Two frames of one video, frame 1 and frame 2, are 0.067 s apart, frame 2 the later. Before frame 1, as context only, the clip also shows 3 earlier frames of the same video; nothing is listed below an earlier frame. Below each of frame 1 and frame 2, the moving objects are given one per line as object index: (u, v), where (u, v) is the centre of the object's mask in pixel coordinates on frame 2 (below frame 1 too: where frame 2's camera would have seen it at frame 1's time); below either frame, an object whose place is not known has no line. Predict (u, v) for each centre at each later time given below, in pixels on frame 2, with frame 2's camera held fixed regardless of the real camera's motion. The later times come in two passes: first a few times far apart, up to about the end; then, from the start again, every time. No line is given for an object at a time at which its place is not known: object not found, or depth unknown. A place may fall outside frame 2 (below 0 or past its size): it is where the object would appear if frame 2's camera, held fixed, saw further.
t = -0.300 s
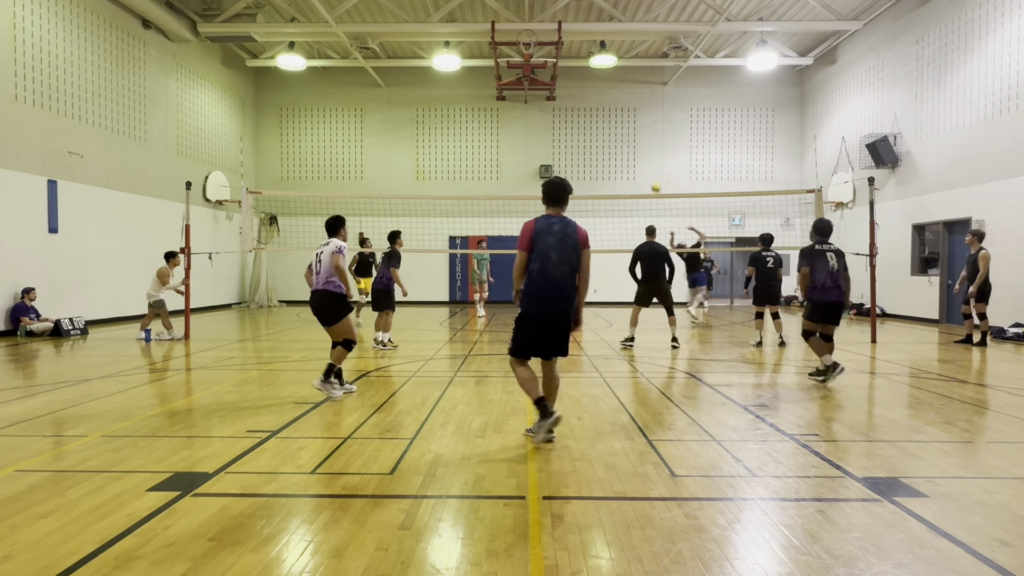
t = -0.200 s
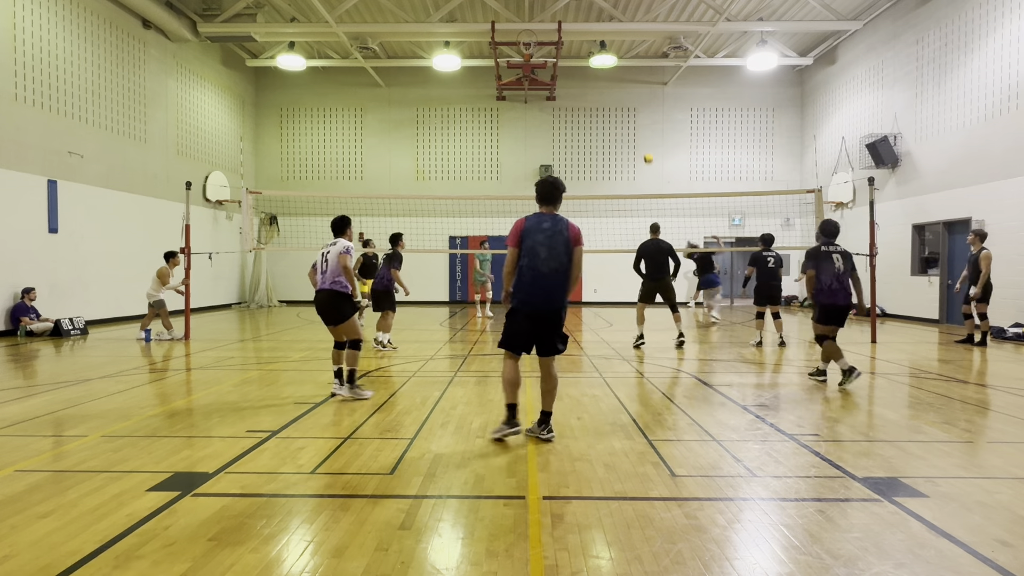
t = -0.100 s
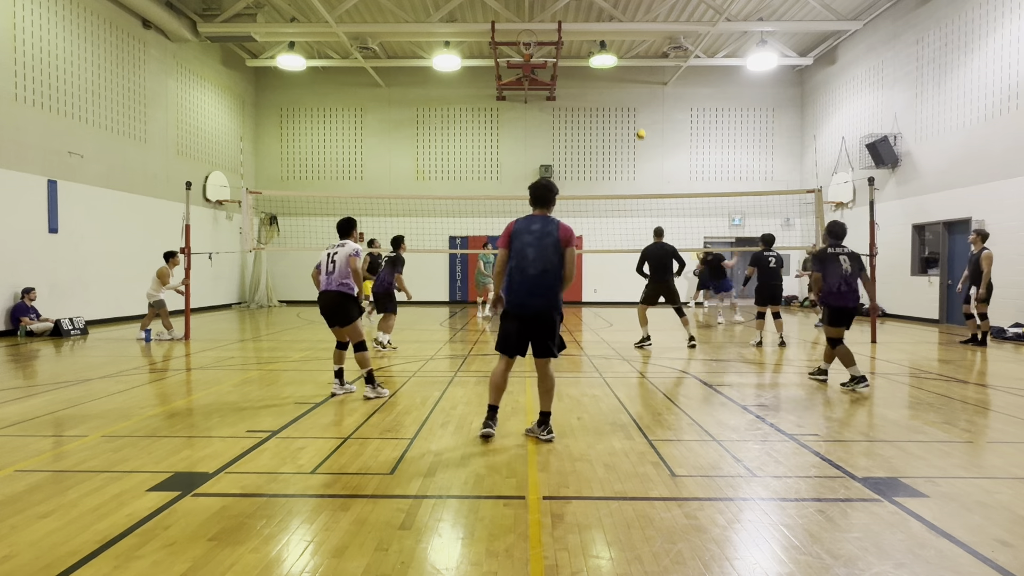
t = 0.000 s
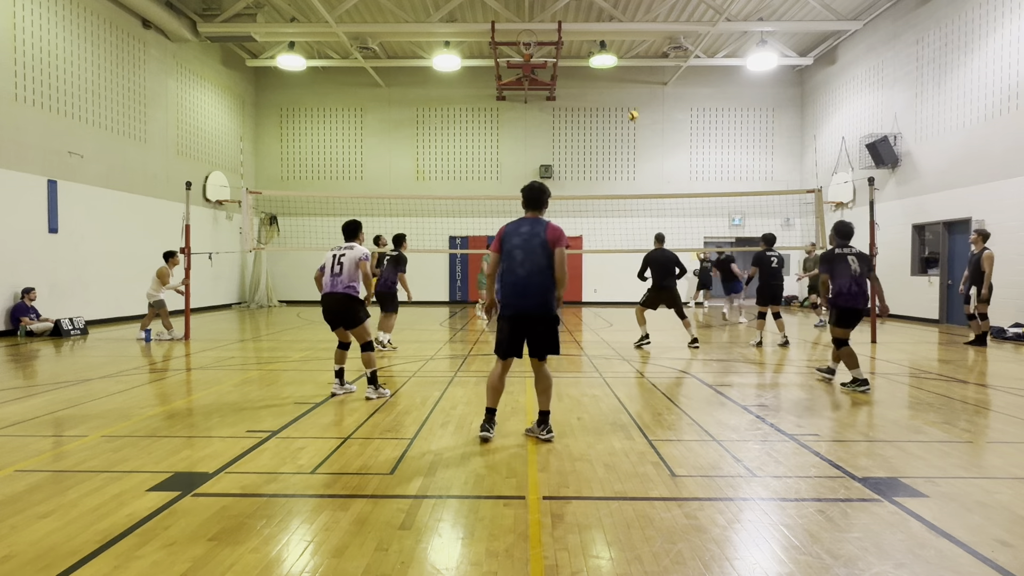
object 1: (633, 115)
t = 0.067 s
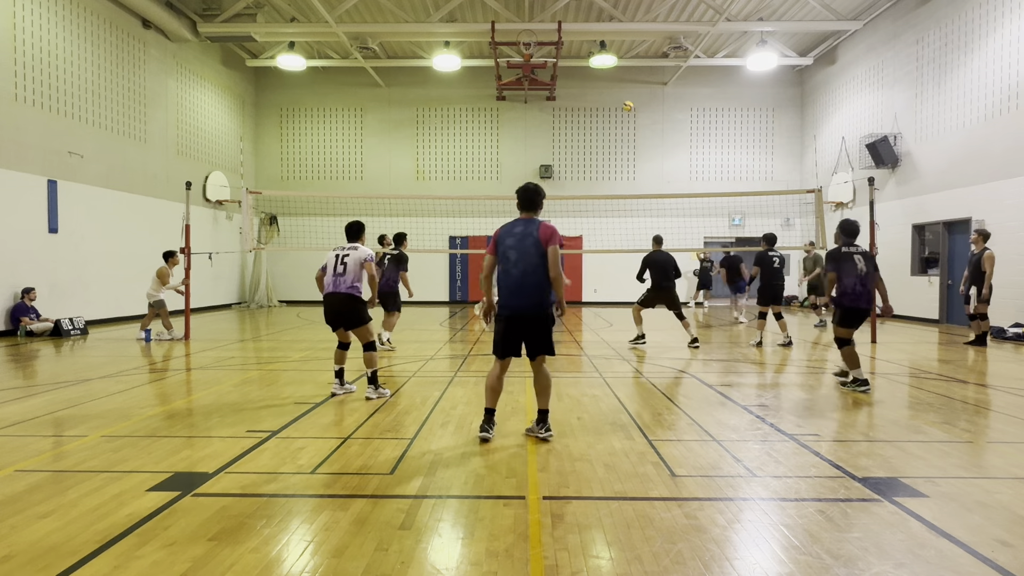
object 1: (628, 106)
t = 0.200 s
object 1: (618, 93)
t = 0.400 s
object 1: (604, 90)
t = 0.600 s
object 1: (589, 106)
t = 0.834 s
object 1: (573, 144)
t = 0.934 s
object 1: (567, 168)
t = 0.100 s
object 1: (626, 102)
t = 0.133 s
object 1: (623, 99)
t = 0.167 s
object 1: (621, 96)
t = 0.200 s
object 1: (618, 93)
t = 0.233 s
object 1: (615, 91)
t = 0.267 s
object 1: (613, 90)
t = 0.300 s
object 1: (610, 89)
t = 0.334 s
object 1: (608, 89)
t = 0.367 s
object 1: (606, 89)
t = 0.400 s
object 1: (604, 90)
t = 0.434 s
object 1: (601, 91)
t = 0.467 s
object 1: (598, 93)
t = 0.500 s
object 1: (596, 95)
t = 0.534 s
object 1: (593, 98)
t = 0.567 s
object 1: (591, 101)
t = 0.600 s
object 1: (589, 106)
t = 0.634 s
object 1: (586, 109)
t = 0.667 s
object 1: (584, 114)
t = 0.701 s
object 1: (582, 119)
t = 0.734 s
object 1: (579, 125)
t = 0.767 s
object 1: (577, 131)
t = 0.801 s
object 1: (575, 137)
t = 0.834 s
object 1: (573, 144)
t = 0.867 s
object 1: (571, 152)
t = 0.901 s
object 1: (569, 160)
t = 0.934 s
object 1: (567, 168)
